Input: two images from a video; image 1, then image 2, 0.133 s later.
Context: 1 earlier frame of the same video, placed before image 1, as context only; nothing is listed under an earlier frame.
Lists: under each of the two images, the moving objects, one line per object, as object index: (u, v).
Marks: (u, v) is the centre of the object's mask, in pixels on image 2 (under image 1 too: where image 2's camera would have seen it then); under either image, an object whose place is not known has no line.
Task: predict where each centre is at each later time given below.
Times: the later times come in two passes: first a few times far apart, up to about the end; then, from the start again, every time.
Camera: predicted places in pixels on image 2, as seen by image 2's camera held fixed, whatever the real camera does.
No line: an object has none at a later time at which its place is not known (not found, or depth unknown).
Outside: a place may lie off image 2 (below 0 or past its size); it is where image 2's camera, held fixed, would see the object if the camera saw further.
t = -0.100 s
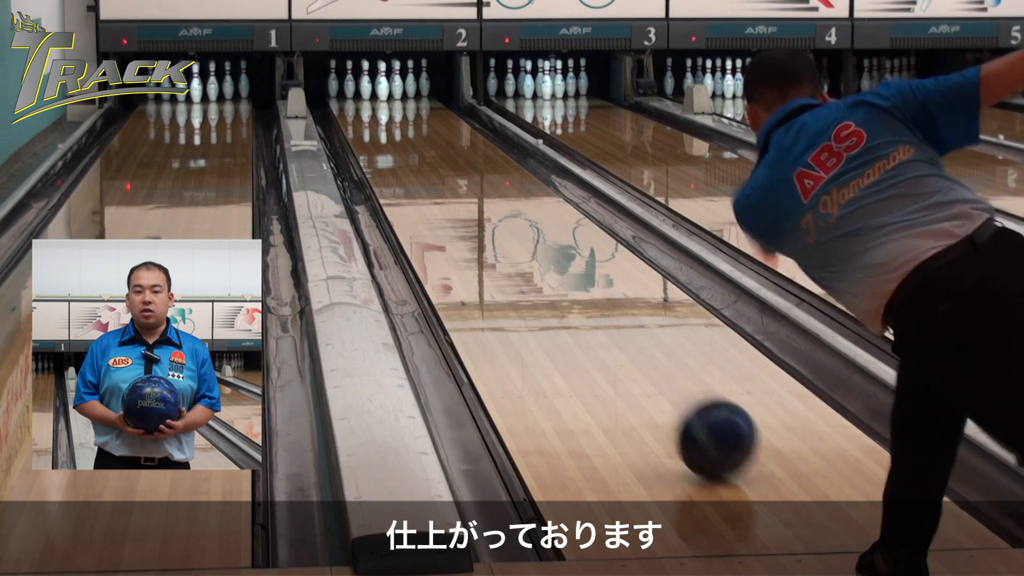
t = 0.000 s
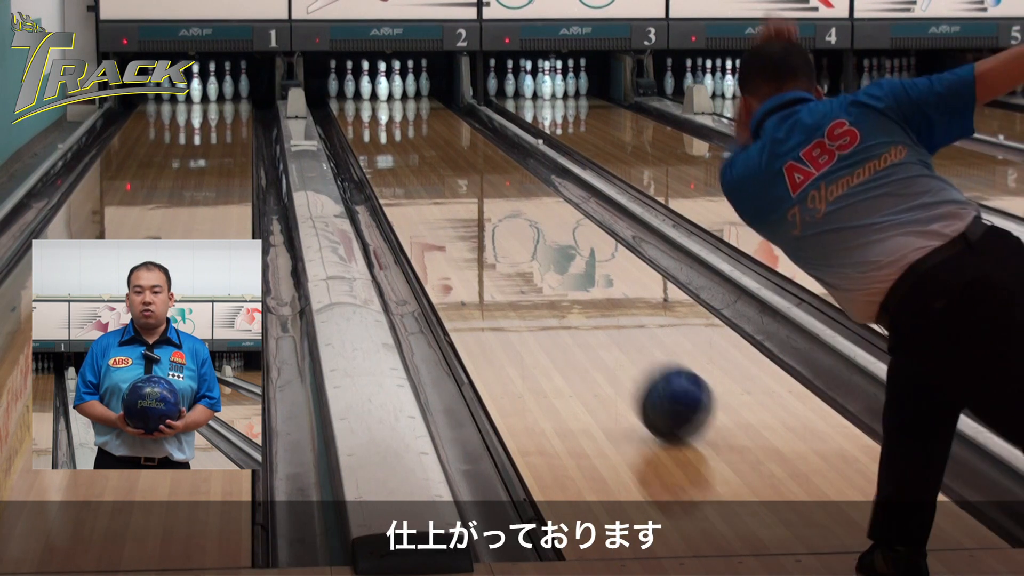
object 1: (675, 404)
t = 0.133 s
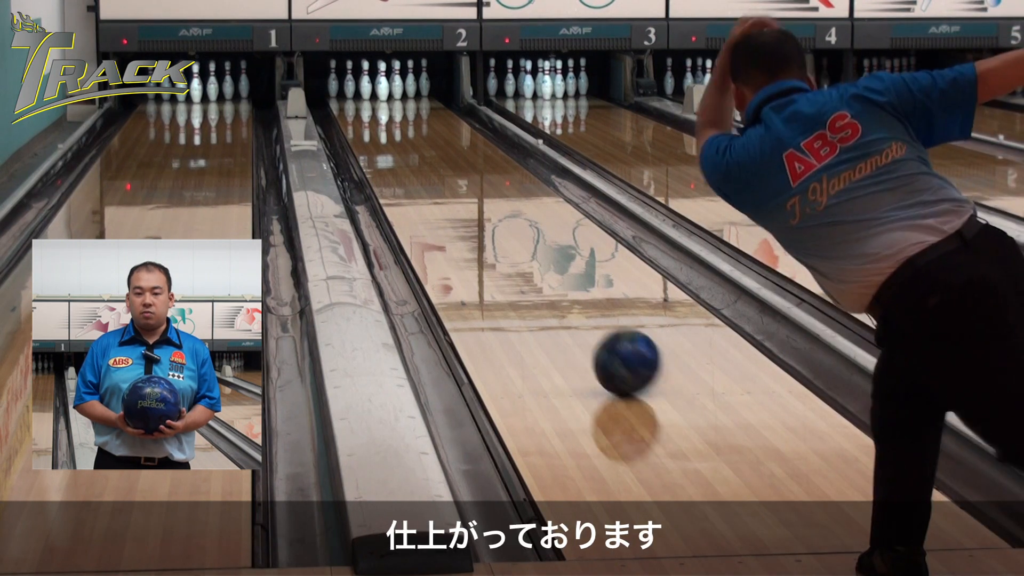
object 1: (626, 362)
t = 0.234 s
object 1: (598, 338)
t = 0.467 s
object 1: (540, 288)
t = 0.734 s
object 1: (493, 247)
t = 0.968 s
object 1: (460, 218)
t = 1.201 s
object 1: (435, 195)
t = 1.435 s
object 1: (415, 175)
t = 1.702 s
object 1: (396, 156)
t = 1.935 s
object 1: (383, 142)
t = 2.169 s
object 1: (373, 130)
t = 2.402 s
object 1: (367, 120)
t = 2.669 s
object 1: (364, 110)
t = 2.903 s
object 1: (367, 103)
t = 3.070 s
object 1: (372, 98)
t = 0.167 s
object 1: (618, 355)
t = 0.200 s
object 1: (605, 344)
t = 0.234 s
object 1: (598, 338)
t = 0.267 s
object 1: (588, 328)
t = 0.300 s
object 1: (579, 321)
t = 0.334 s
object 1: (572, 315)
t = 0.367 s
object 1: (562, 306)
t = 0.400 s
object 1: (556, 301)
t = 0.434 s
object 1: (548, 294)
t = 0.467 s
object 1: (540, 288)
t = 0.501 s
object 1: (535, 283)
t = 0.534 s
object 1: (527, 276)
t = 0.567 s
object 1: (521, 271)
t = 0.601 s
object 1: (515, 266)
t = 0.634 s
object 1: (509, 260)
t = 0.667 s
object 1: (505, 257)
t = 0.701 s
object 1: (497, 251)
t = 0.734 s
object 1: (493, 247)
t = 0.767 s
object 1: (488, 242)
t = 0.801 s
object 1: (482, 238)
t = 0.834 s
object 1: (479, 234)
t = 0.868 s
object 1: (473, 230)
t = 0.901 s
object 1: (469, 227)
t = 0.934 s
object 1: (465, 222)
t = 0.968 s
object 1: (460, 218)
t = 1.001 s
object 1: (457, 215)
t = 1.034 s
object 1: (452, 211)
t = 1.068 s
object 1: (449, 208)
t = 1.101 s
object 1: (445, 204)
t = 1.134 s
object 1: (441, 201)
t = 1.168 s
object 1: (439, 198)
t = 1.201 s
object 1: (435, 195)
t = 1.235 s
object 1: (432, 192)
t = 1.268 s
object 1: (429, 189)
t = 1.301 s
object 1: (425, 185)
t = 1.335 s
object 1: (423, 183)
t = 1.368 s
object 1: (420, 180)
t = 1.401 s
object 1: (417, 177)
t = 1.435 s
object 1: (415, 175)
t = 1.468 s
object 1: (412, 172)
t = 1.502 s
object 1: (410, 170)
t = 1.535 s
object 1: (407, 167)
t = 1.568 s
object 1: (405, 165)
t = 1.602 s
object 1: (402, 162)
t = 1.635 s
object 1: (400, 160)
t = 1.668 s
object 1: (398, 159)
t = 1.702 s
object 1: (396, 156)
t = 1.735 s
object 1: (394, 154)
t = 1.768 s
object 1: (392, 152)
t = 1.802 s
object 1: (390, 150)
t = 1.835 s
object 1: (388, 148)
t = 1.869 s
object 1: (387, 146)
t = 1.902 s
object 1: (385, 144)
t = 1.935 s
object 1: (383, 142)
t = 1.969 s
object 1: (381, 140)
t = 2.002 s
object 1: (380, 139)
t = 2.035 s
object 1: (379, 137)
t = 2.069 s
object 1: (377, 135)
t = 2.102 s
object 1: (376, 133)
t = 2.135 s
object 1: (375, 132)
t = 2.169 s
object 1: (373, 130)
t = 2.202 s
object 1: (372, 129)
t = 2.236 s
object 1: (371, 127)
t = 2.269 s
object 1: (370, 125)
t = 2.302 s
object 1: (369, 124)
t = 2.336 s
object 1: (368, 123)
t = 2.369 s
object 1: (367, 121)
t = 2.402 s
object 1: (367, 120)
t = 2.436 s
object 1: (366, 119)
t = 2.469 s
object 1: (366, 118)
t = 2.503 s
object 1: (365, 116)
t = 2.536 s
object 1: (365, 115)
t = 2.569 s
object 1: (365, 114)
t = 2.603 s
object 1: (364, 112)
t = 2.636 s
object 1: (364, 111)
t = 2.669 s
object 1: (364, 110)
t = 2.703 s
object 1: (364, 109)
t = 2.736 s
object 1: (364, 107)
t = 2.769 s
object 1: (365, 107)
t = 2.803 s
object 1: (366, 106)
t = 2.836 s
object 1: (366, 105)
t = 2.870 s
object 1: (367, 104)
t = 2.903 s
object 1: (367, 103)
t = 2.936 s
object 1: (368, 101)
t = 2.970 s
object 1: (370, 101)
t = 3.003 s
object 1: (370, 100)
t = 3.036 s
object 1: (371, 99)
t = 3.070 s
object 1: (372, 98)
